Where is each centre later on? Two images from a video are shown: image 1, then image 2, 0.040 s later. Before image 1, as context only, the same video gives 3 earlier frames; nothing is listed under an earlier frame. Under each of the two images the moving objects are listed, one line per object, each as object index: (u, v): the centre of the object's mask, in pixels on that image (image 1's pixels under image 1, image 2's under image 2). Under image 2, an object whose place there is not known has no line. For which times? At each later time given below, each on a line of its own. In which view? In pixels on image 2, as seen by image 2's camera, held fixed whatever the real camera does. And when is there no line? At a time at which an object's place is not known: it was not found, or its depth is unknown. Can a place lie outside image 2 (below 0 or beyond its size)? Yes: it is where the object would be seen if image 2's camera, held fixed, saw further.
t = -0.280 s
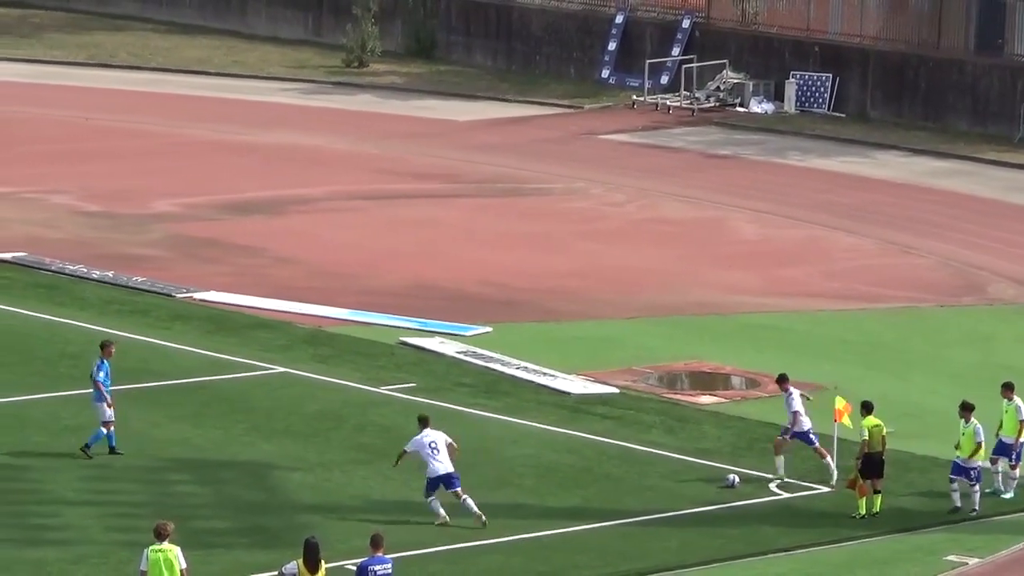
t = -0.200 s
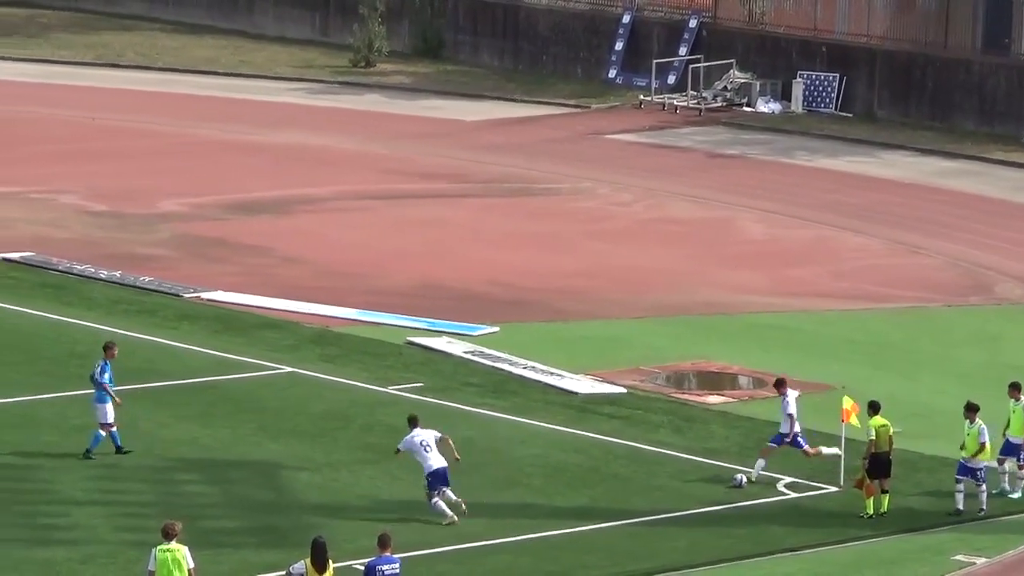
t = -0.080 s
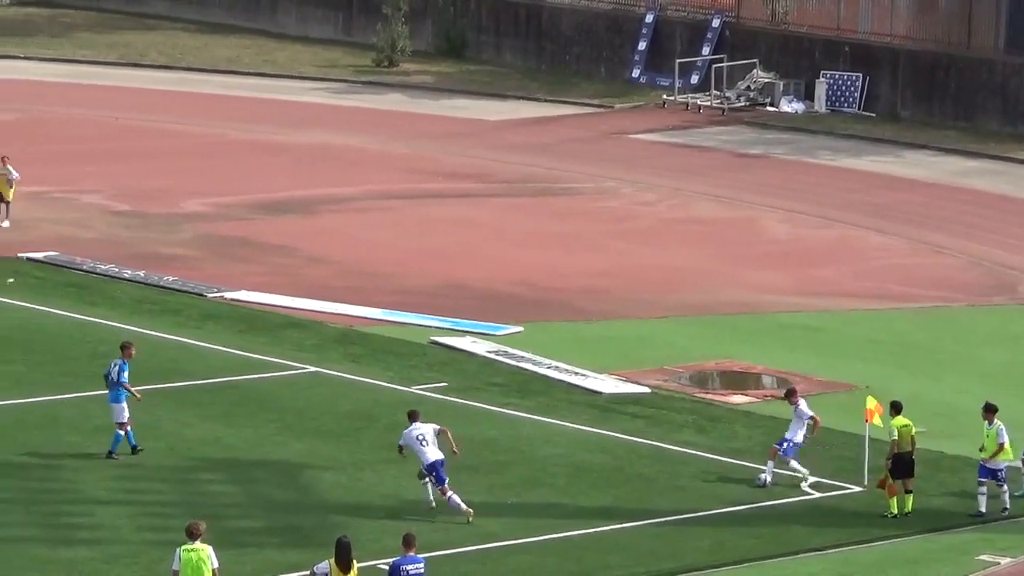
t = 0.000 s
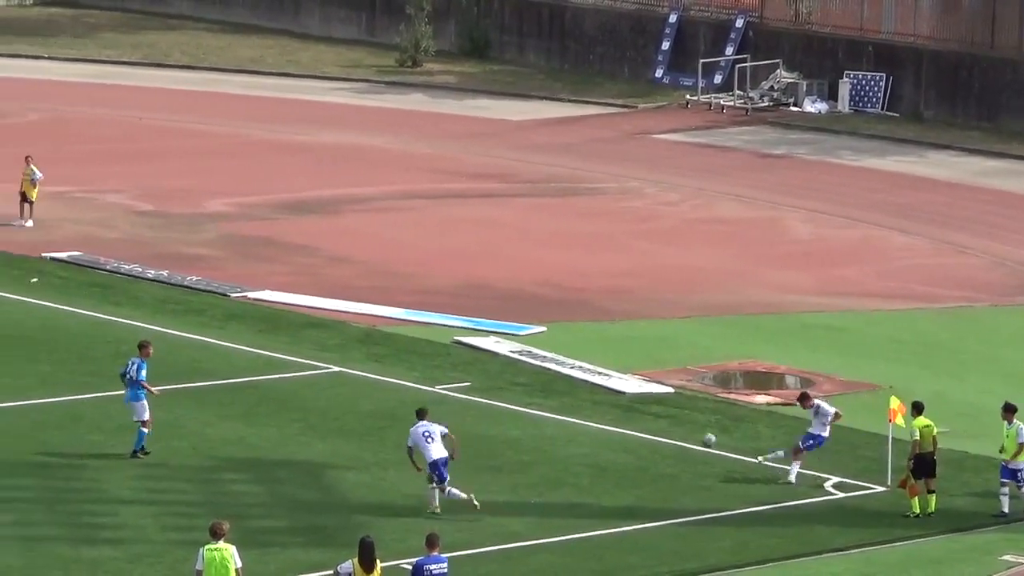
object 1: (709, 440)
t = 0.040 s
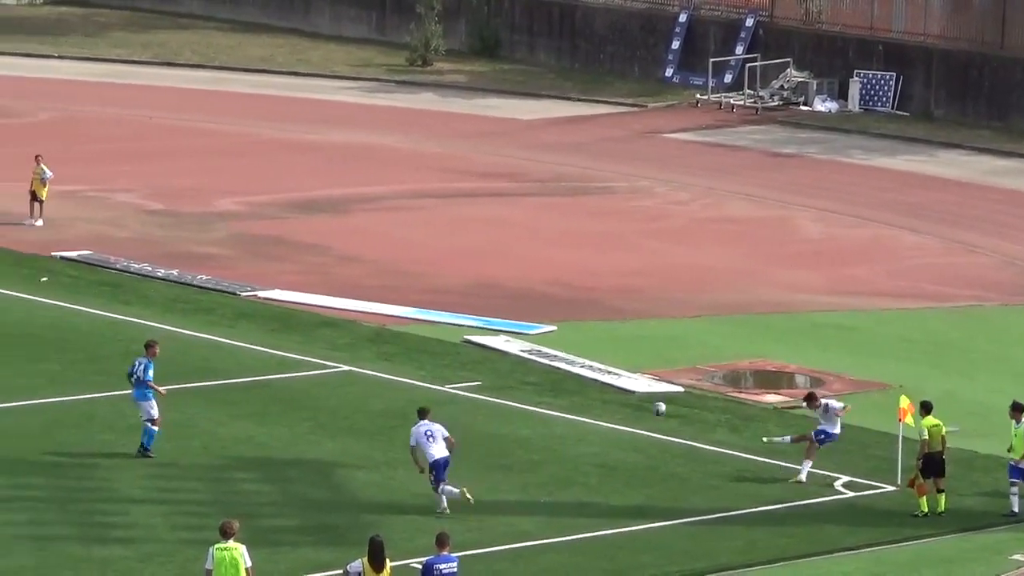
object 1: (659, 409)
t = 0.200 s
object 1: (443, 301)
